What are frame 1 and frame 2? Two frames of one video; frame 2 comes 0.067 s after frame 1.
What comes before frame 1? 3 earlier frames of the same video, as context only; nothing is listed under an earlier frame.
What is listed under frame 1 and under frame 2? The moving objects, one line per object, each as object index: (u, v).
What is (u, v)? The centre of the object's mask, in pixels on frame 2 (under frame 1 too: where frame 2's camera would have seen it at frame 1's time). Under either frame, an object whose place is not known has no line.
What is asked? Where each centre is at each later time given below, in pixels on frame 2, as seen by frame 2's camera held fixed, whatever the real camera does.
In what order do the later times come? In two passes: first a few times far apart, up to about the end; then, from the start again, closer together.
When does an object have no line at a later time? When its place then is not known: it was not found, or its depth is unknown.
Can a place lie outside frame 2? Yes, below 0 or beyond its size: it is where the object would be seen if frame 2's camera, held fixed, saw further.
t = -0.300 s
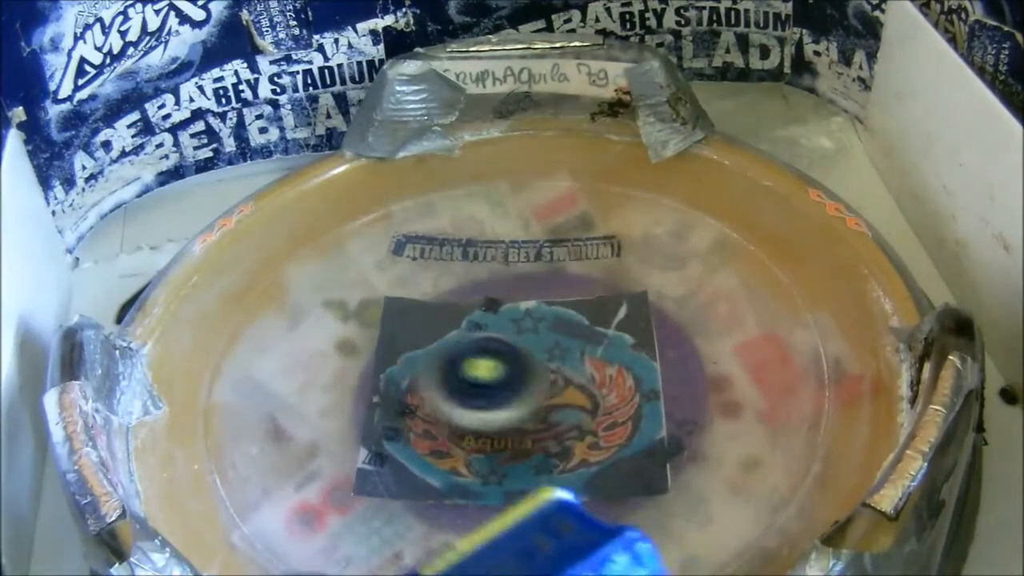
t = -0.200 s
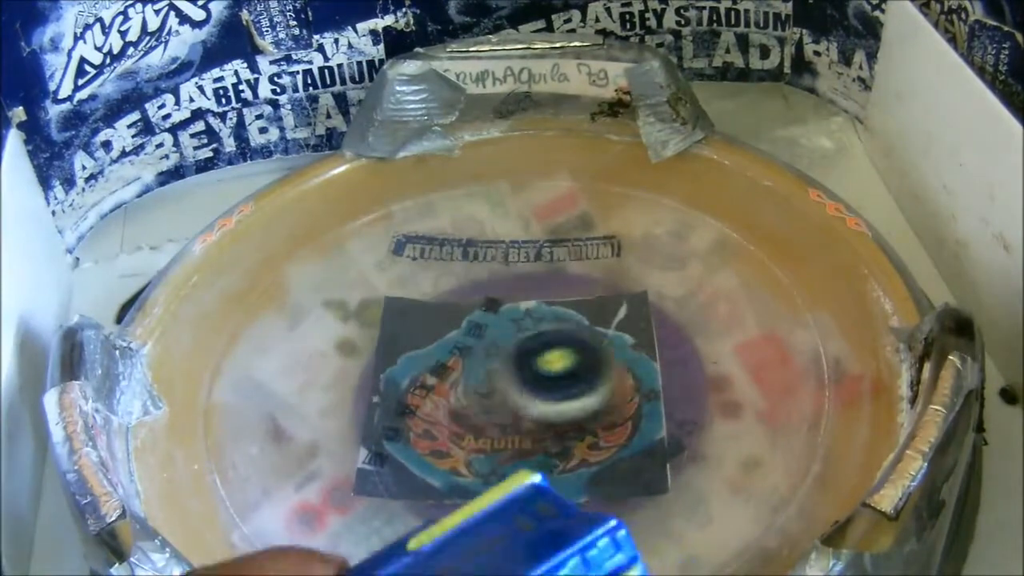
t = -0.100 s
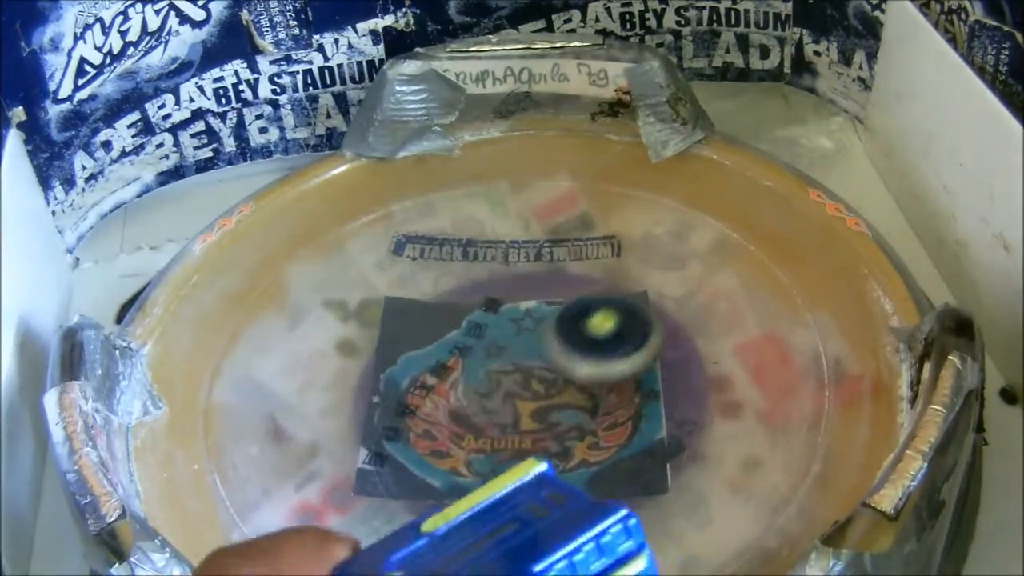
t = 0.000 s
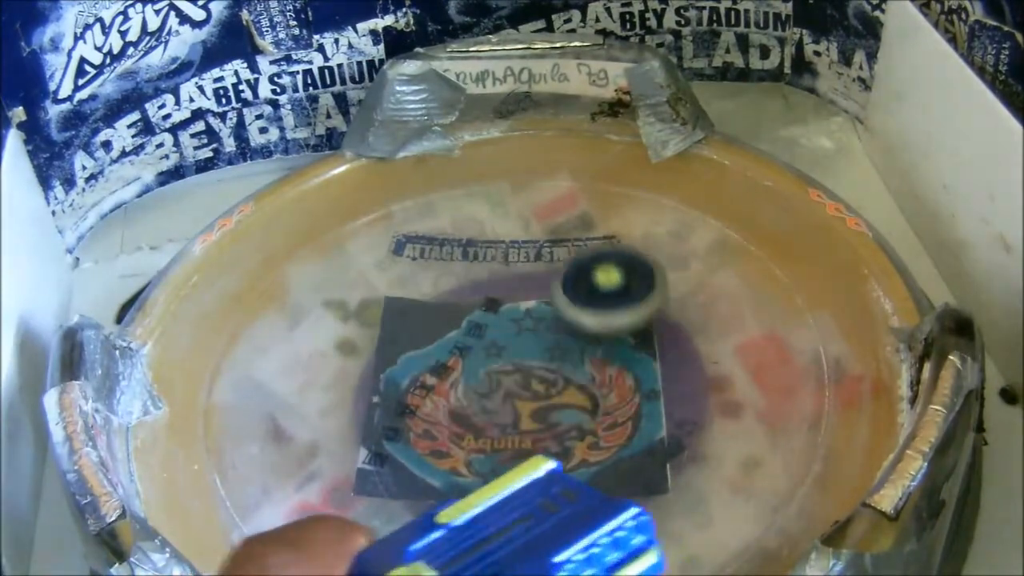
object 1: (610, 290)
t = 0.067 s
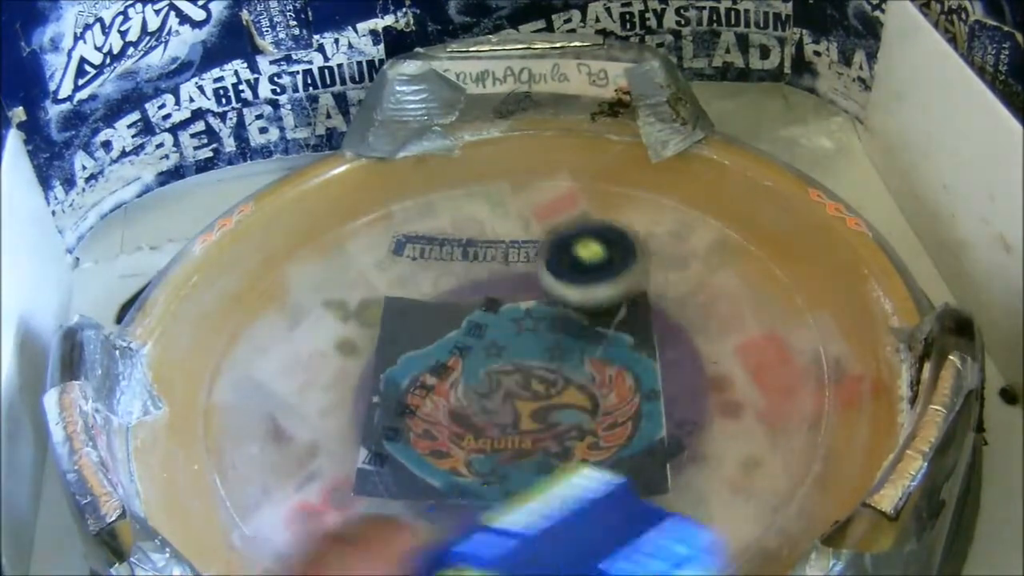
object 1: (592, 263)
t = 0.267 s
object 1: (482, 256)
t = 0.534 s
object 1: (485, 375)
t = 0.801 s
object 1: (548, 266)
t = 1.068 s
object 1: (384, 240)
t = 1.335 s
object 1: (412, 337)
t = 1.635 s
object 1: (392, 194)
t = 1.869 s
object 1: (796, 173)
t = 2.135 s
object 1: (524, 543)
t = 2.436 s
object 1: (403, 359)
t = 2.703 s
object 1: (561, 275)
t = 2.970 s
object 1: (685, 369)
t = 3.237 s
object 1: (449, 448)
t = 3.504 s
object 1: (437, 278)
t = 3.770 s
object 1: (601, 301)
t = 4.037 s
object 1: (435, 326)
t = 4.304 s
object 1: (549, 252)
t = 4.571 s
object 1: (611, 399)
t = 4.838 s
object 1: (450, 343)
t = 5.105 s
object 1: (574, 302)
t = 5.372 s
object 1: (530, 431)
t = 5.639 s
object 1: (423, 250)
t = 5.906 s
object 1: (568, 283)
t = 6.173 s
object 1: (526, 287)
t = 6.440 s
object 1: (588, 367)
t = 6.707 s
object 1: (468, 319)
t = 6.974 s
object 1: (575, 320)
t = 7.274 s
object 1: (492, 390)
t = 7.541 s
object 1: (502, 305)
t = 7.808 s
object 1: (567, 340)
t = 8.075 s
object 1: (482, 364)
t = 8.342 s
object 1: (564, 295)
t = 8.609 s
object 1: (512, 401)
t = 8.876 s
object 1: (473, 267)
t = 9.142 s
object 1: (588, 370)
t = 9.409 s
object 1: (477, 295)
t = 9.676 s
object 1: (597, 367)
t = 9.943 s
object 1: (456, 302)
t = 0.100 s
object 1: (575, 254)
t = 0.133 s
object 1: (560, 248)
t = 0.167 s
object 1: (540, 244)
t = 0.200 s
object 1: (518, 244)
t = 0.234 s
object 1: (499, 248)
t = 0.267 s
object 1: (482, 256)
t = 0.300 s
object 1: (467, 267)
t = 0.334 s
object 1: (459, 277)
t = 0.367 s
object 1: (451, 291)
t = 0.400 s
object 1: (450, 302)
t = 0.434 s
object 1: (442, 329)
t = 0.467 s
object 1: (452, 351)
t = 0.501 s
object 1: (466, 360)
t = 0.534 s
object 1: (485, 375)
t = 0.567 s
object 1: (506, 385)
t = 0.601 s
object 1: (518, 379)
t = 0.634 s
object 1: (531, 347)
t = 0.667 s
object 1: (542, 329)
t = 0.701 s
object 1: (554, 301)
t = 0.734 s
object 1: (559, 287)
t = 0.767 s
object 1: (557, 275)
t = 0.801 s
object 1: (548, 266)
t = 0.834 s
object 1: (534, 258)
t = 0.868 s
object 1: (514, 252)
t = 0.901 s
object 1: (496, 249)
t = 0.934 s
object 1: (467, 235)
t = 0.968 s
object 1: (443, 225)
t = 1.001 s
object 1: (423, 223)
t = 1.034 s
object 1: (404, 229)
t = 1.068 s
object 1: (384, 240)
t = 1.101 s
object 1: (371, 252)
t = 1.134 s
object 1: (358, 268)
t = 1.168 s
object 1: (351, 284)
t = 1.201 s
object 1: (351, 301)
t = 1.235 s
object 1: (358, 319)
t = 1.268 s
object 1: (372, 323)
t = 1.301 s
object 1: (390, 331)
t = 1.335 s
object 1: (412, 337)
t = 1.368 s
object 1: (435, 346)
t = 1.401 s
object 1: (452, 348)
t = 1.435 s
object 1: (475, 340)
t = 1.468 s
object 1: (493, 290)
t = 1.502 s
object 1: (519, 261)
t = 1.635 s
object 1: (392, 194)
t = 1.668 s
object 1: (435, 273)
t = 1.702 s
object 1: (563, 339)
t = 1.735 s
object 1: (681, 304)
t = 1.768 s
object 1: (747, 222)
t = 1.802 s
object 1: (750, 183)
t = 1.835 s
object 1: (771, 165)
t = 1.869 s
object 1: (796, 173)
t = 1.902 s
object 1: (801, 198)
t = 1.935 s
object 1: (771, 237)
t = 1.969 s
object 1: (702, 278)
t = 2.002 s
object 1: (628, 327)
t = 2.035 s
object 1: (583, 386)
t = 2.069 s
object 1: (562, 444)
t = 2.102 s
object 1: (552, 498)
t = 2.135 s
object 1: (524, 543)
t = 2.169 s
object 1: (516, 550)
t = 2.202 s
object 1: (499, 547)
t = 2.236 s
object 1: (468, 543)
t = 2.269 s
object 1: (433, 530)
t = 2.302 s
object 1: (383, 499)
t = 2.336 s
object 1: (328, 464)
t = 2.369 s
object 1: (314, 426)
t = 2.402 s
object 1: (348, 393)
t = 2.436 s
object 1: (403, 359)
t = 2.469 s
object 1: (435, 314)
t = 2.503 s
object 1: (429, 271)
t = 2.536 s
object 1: (410, 236)
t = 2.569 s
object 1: (394, 225)
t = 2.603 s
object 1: (396, 234)
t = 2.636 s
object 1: (438, 262)
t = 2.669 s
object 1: (506, 279)
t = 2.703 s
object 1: (561, 275)
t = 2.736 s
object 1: (605, 253)
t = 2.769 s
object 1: (624, 241)
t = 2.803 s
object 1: (621, 253)
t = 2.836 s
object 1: (619, 287)
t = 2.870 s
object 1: (633, 326)
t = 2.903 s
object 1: (662, 354)
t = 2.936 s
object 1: (690, 366)
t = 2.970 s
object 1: (685, 369)
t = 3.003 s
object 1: (646, 383)
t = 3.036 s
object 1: (601, 404)
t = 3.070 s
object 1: (562, 426)
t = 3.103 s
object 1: (533, 450)
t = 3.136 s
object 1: (501, 467)
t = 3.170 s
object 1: (474, 473)
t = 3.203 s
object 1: (453, 468)
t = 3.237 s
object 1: (449, 448)
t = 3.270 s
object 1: (465, 410)
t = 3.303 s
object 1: (470, 366)
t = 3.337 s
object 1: (437, 352)
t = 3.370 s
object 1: (425, 351)
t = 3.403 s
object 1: (431, 336)
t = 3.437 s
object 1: (437, 312)
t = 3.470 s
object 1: (437, 293)
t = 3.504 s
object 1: (437, 278)
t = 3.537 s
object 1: (444, 273)
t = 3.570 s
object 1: (466, 277)
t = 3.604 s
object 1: (502, 279)
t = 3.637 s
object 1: (535, 278)
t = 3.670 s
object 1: (562, 278)
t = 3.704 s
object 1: (582, 277)
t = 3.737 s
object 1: (593, 284)
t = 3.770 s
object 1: (601, 301)
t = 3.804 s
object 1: (641, 245)
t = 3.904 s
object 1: (559, 168)
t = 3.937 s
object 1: (481, 221)
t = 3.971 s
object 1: (437, 311)
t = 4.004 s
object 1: (415, 303)
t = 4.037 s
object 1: (435, 326)
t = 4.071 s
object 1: (495, 303)
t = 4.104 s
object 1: (572, 276)
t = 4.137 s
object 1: (561, 237)
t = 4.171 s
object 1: (528, 205)
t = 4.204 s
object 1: (489, 200)
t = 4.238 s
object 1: (460, 232)
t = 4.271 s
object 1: (529, 216)
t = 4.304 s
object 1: (549, 252)
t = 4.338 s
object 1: (559, 287)
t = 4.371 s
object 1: (610, 298)
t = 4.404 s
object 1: (657, 304)
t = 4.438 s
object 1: (688, 309)
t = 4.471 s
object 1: (702, 319)
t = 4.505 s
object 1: (689, 341)
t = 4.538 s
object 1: (652, 369)
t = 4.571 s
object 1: (611, 399)
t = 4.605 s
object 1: (572, 425)
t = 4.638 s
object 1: (530, 443)
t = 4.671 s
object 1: (488, 454)
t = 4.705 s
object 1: (453, 456)
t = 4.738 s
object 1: (429, 443)
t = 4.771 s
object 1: (423, 416)
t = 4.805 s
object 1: (436, 381)
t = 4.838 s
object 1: (450, 343)
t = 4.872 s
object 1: (452, 301)
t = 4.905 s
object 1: (448, 261)
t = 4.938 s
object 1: (441, 230)
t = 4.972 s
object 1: (438, 216)
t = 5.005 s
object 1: (450, 227)
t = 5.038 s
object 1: (484, 253)
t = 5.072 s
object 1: (527, 280)
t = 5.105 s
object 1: (574, 302)
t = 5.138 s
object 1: (623, 318)
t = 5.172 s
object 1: (661, 329)
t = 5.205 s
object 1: (689, 339)
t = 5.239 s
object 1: (688, 354)
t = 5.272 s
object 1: (661, 372)
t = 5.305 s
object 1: (618, 394)
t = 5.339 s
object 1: (574, 415)
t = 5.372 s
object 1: (530, 431)
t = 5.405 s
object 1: (493, 439)
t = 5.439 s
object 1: (468, 433)
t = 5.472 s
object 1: (455, 413)
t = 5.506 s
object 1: (450, 384)
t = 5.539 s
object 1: (447, 350)
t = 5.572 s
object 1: (442, 315)
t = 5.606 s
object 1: (432, 279)
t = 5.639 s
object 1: (423, 250)
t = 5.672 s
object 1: (419, 234)
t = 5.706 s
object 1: (430, 241)
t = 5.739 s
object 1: (464, 264)
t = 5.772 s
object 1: (510, 287)
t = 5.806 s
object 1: (558, 302)
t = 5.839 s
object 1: (567, 292)
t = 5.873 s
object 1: (578, 292)
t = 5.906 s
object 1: (568, 283)
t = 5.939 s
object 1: (538, 299)
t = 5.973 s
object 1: (524, 329)
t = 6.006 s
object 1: (535, 334)
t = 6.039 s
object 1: (569, 301)
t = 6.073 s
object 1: (544, 289)
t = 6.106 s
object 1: (506, 298)
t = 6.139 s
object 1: (520, 284)
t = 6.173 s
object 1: (526, 287)
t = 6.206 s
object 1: (531, 281)
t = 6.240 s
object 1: (535, 287)
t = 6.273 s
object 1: (546, 307)
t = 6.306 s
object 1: (563, 325)
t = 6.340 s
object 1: (583, 342)
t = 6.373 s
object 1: (598, 355)
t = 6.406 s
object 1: (599, 361)
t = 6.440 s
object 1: (588, 367)
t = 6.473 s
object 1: (568, 374)
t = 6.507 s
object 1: (544, 378)
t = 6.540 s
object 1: (519, 380)
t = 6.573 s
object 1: (502, 377)
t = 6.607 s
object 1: (493, 368)
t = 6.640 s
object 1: (486, 352)
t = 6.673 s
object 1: (477, 335)
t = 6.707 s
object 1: (468, 319)
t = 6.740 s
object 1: (464, 310)
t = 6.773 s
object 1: (472, 307)
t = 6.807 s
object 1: (491, 307)
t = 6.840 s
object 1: (518, 305)
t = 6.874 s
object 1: (542, 302)
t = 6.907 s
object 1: (560, 302)
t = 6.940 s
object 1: (571, 308)
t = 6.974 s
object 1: (575, 320)
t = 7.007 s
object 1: (577, 336)
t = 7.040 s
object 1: (576, 353)
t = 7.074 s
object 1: (573, 370)
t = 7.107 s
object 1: (570, 381)
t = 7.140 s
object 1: (562, 383)
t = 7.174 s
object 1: (547, 377)
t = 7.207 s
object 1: (523, 366)
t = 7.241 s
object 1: (491, 383)
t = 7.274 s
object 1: (492, 390)
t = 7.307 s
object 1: (503, 386)
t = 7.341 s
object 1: (504, 362)
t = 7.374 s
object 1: (482, 342)
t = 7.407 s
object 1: (460, 331)
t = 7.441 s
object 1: (453, 323)
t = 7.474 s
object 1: (460, 319)
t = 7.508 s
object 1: (479, 313)
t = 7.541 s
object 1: (502, 305)
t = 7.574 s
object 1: (524, 298)
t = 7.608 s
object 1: (543, 296)
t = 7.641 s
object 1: (559, 299)
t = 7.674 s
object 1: (582, 305)
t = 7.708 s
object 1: (600, 302)
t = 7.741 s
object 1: (602, 304)
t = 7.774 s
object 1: (586, 319)
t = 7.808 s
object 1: (567, 340)
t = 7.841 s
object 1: (550, 362)
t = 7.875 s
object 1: (533, 384)
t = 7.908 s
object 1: (529, 399)
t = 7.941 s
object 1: (528, 399)
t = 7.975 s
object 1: (525, 386)
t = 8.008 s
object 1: (498, 387)
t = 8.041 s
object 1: (490, 381)
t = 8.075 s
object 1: (482, 364)
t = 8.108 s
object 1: (459, 344)
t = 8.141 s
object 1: (450, 328)
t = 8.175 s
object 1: (451, 311)
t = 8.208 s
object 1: (461, 296)
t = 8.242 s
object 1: (479, 285)
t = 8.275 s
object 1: (501, 284)
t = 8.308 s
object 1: (524, 291)
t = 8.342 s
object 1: (564, 295)
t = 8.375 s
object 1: (595, 290)
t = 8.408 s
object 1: (609, 293)
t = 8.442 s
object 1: (612, 308)
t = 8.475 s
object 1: (605, 330)
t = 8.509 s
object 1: (586, 354)
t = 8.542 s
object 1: (562, 374)
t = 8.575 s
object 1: (537, 392)
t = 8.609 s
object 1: (512, 401)
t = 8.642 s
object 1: (492, 400)
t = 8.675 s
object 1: (480, 387)
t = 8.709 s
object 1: (478, 365)
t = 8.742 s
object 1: (455, 342)
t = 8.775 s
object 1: (443, 320)
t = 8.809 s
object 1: (443, 298)
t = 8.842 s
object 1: (453, 279)
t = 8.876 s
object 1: (473, 267)
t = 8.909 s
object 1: (501, 267)
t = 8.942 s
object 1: (527, 280)
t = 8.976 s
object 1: (561, 288)
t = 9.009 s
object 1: (597, 292)
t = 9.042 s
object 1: (616, 303)
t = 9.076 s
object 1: (621, 324)
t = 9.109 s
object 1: (611, 348)
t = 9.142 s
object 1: (588, 370)
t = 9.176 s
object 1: (556, 388)
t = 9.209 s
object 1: (523, 398)
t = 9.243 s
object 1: (494, 397)
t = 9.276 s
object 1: (472, 385)
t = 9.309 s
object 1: (462, 365)
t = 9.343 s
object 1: (456, 342)
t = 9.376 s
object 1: (462, 318)
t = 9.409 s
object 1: (477, 295)
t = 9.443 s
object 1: (498, 275)
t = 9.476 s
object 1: (521, 266)
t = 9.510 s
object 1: (545, 270)
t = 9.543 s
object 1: (569, 287)
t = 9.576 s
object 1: (600, 303)
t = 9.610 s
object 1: (613, 322)
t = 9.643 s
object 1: (612, 344)
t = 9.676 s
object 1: (597, 367)
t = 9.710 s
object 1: (569, 385)
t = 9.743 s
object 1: (535, 394)
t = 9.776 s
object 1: (501, 394)
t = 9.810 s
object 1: (476, 384)
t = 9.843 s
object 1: (453, 363)
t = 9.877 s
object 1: (441, 344)
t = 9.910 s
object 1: (442, 322)
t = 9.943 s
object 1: (456, 302)
